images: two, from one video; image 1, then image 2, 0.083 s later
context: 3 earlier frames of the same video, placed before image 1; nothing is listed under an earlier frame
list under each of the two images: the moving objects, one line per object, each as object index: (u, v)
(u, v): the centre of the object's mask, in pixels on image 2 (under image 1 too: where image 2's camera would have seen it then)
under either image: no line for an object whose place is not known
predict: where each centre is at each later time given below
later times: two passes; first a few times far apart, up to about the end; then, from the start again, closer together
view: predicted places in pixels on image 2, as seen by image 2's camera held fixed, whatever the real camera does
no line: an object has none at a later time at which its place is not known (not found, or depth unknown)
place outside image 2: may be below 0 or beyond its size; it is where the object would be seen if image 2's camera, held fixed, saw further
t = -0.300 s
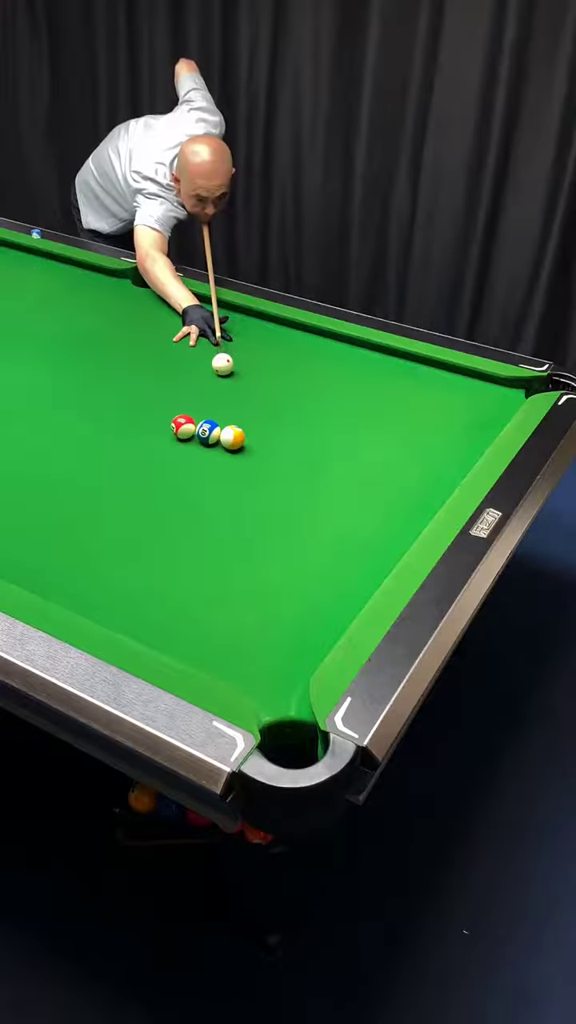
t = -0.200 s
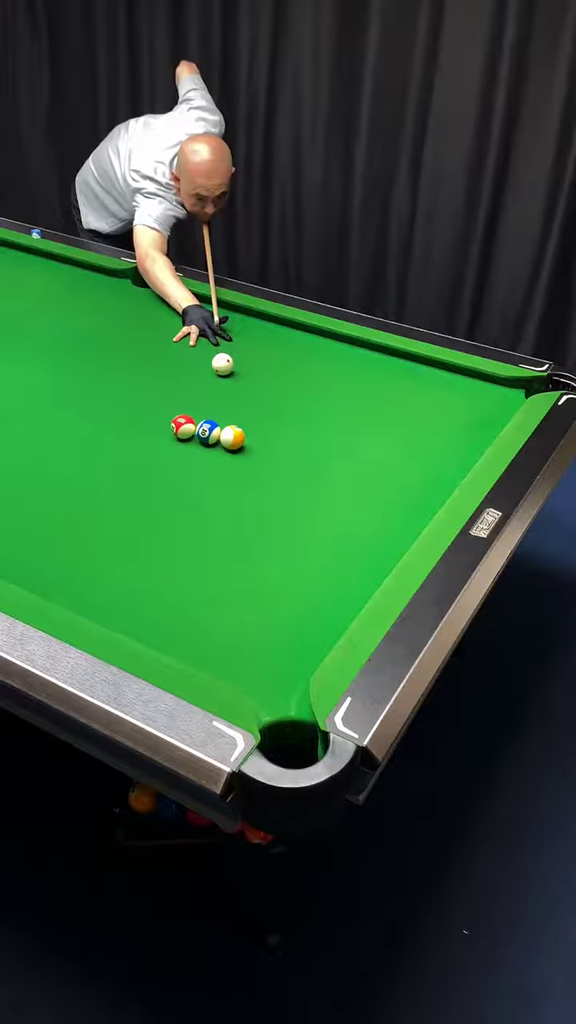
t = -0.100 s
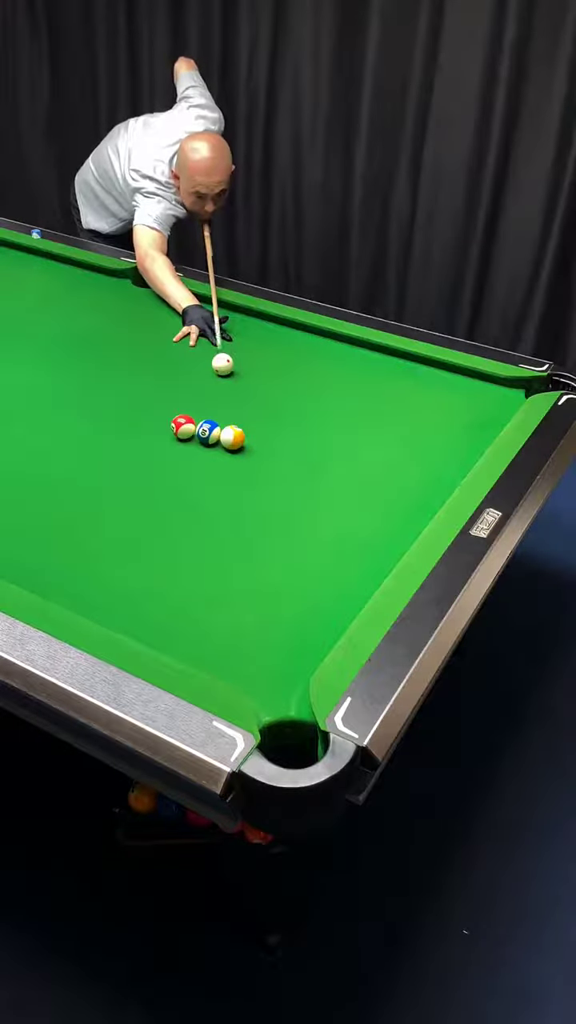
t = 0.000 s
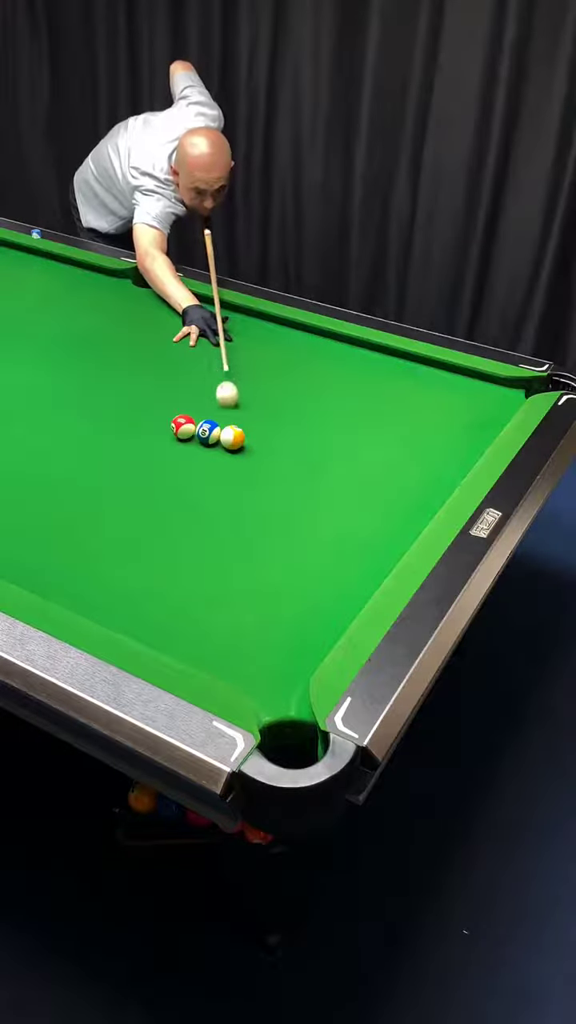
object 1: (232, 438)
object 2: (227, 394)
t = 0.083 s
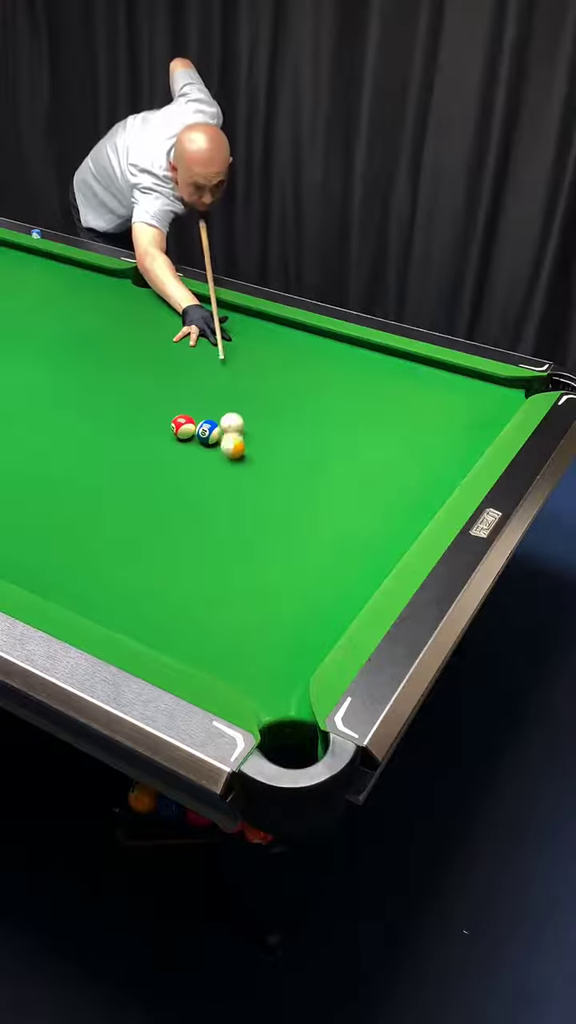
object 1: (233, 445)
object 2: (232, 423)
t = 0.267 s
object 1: (240, 537)
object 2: (233, 414)
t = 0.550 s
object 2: (232, 388)
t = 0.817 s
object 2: (230, 367)
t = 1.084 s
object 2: (228, 348)
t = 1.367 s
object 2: (226, 332)
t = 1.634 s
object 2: (223, 317)
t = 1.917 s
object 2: (218, 307)
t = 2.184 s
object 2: (202, 308)
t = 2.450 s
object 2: (188, 310)
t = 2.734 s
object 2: (175, 311)
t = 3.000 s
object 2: (167, 312)
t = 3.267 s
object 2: (160, 313)
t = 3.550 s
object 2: (156, 313)
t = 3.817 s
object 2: (155, 314)
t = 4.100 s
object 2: (155, 314)
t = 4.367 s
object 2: (155, 314)
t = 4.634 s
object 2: (155, 313)
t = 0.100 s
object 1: (234, 453)
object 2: (232, 424)
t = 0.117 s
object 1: (234, 461)
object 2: (232, 424)
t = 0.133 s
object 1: (235, 470)
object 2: (233, 424)
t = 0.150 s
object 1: (235, 478)
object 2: (233, 423)
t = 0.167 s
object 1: (236, 486)
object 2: (233, 422)
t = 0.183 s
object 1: (237, 494)
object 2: (233, 422)
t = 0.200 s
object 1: (237, 503)
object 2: (233, 420)
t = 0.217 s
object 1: (238, 511)
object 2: (233, 419)
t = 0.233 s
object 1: (239, 521)
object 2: (233, 417)
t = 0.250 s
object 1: (239, 529)
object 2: (233, 416)
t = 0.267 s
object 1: (240, 537)
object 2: (233, 414)
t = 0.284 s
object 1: (241, 545)
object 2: (233, 413)
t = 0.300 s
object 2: (233, 411)
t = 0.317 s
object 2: (233, 409)
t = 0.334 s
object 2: (233, 408)
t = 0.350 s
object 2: (233, 406)
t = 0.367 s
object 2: (233, 405)
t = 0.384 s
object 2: (233, 403)
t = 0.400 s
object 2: (232, 402)
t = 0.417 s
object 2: (233, 400)
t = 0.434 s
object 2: (233, 399)
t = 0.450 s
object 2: (232, 397)
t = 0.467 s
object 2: (232, 396)
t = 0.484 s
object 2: (232, 394)
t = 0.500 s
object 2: (232, 393)
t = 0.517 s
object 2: (232, 391)
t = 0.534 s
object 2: (232, 390)
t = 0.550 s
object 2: (232, 388)
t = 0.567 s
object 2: (232, 387)
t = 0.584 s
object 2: (232, 385)
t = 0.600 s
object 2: (231, 384)
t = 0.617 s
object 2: (232, 383)
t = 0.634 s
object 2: (231, 381)
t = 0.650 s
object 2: (231, 380)
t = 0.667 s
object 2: (231, 379)
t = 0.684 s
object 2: (231, 377)
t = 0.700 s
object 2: (231, 376)
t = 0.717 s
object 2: (231, 375)
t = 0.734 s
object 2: (231, 373)
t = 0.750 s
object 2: (231, 372)
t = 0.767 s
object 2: (230, 371)
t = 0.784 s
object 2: (230, 369)
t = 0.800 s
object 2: (230, 368)
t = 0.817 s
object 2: (230, 367)
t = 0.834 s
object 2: (230, 366)
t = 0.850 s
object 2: (230, 364)
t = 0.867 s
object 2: (230, 363)
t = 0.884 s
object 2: (230, 362)
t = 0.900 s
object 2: (230, 361)
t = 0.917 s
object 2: (230, 360)
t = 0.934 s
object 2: (229, 359)
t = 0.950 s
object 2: (229, 358)
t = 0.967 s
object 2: (229, 356)
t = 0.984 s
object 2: (229, 355)
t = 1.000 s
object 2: (229, 354)
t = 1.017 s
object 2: (229, 353)
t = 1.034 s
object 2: (229, 352)
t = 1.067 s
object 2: (228, 350)
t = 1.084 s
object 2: (228, 348)
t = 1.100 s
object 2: (228, 348)
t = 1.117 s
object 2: (228, 346)
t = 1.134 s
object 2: (228, 345)
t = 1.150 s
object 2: (228, 344)
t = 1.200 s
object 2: (227, 341)
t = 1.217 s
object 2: (227, 340)
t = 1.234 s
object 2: (227, 339)
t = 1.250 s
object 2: (227, 338)
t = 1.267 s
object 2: (227, 337)
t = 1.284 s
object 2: (226, 336)
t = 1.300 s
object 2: (227, 335)
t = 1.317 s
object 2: (227, 334)
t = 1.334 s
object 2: (226, 333)
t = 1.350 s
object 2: (226, 332)
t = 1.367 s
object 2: (226, 332)
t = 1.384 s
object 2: (226, 330)
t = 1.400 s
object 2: (226, 329)
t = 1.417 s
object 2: (225, 328)
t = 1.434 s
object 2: (225, 327)
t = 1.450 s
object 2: (225, 327)
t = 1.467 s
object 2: (225, 326)
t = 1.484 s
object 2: (225, 325)
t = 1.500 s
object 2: (224, 324)
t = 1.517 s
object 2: (224, 323)
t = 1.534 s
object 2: (224, 322)
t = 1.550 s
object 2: (224, 321)
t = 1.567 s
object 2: (223, 321)
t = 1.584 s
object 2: (223, 320)
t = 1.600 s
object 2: (223, 319)
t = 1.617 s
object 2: (223, 318)
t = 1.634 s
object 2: (223, 317)
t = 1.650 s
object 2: (223, 316)
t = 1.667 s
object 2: (223, 316)
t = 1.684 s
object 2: (223, 315)
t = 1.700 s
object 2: (223, 314)
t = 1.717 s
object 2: (223, 313)
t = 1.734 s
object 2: (223, 312)
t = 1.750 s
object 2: (223, 311)
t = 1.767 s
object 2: (222, 311)
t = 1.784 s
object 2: (222, 310)
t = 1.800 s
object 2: (222, 309)
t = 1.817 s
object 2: (222, 308)
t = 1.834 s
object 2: (222, 308)
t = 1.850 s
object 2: (222, 307)
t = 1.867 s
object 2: (221, 307)
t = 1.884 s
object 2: (220, 307)
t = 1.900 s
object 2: (219, 307)
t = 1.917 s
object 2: (218, 307)
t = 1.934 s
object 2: (217, 307)
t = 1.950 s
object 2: (216, 307)
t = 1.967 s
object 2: (215, 307)
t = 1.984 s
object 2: (214, 307)
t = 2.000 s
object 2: (213, 307)
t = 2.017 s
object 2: (212, 307)
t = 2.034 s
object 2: (211, 307)
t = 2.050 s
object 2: (209, 307)
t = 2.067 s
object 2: (208, 307)
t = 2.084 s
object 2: (207, 307)
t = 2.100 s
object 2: (206, 308)
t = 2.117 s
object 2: (206, 308)
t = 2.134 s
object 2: (205, 308)
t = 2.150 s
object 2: (204, 308)
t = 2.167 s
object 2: (203, 308)
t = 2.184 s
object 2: (202, 308)
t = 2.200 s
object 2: (201, 308)
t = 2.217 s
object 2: (200, 309)
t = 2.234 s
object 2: (199, 309)
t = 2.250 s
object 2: (199, 309)
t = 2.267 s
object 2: (197, 309)
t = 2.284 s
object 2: (196, 309)
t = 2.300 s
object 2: (195, 309)
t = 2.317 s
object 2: (195, 309)
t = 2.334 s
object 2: (194, 309)
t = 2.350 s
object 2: (193, 309)
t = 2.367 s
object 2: (192, 309)
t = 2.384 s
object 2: (192, 309)
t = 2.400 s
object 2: (191, 309)
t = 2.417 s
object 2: (190, 309)
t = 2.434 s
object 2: (189, 310)
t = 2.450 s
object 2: (188, 310)
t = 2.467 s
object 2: (187, 310)
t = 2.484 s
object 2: (186, 310)
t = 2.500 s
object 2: (186, 310)
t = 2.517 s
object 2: (185, 310)
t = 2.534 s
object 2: (185, 310)
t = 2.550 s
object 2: (184, 310)
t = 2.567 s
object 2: (183, 311)
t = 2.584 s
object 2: (182, 310)
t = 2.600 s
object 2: (182, 310)
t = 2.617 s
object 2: (181, 311)
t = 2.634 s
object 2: (180, 310)
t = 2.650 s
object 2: (179, 310)
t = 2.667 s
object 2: (178, 311)
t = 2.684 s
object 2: (178, 311)
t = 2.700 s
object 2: (177, 311)
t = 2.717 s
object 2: (177, 311)
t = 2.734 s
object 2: (175, 311)
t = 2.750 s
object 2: (175, 311)
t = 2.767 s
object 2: (174, 311)
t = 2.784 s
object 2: (174, 311)
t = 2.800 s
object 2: (173, 311)
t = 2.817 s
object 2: (173, 311)
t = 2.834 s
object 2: (173, 312)
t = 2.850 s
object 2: (171, 311)
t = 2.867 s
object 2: (171, 311)
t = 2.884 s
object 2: (171, 311)
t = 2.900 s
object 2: (170, 312)
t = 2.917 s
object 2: (169, 312)
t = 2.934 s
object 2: (169, 312)
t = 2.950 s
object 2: (168, 312)
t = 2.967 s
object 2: (168, 312)
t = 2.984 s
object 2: (167, 312)
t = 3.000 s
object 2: (167, 312)
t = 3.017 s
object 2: (167, 312)
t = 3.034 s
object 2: (166, 312)
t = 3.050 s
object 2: (165, 312)
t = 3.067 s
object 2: (165, 312)
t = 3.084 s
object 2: (165, 312)
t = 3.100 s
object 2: (164, 312)
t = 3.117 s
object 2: (164, 313)
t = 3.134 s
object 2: (163, 313)
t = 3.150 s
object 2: (163, 313)
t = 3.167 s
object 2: (162, 313)
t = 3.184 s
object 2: (162, 313)
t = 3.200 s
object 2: (162, 313)
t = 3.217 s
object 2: (162, 313)
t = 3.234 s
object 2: (161, 313)
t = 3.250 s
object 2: (161, 313)
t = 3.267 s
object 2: (160, 313)
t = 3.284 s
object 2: (160, 313)
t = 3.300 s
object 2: (160, 313)
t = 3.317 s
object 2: (159, 313)
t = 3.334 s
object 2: (159, 313)
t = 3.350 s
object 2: (159, 313)
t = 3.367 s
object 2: (159, 313)
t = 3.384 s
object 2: (159, 313)
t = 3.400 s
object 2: (158, 313)
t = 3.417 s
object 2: (158, 313)
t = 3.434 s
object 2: (158, 313)
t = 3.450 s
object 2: (158, 313)
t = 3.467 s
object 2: (157, 314)
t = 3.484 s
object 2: (157, 314)
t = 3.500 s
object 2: (157, 313)
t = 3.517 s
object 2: (157, 313)
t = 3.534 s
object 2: (157, 314)
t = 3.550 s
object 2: (156, 313)
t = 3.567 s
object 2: (156, 314)
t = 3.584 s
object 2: (156, 314)
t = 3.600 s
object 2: (155, 314)
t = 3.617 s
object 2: (155, 314)
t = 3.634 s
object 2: (155, 314)
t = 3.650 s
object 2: (155, 314)
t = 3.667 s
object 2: (155, 314)
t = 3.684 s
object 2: (155, 314)
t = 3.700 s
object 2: (155, 314)
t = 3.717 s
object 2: (155, 314)
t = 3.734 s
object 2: (155, 314)
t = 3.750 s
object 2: (155, 314)
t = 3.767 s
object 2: (155, 314)
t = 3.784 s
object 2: (155, 314)
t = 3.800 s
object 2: (155, 314)
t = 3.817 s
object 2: (155, 314)
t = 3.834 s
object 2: (154, 314)
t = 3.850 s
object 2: (155, 314)
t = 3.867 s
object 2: (155, 314)
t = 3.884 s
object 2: (155, 314)
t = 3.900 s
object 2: (155, 314)
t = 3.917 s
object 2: (155, 314)
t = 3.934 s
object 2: (155, 314)
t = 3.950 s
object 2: (155, 314)
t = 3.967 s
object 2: (155, 314)
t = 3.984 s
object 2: (155, 314)
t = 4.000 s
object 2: (155, 314)
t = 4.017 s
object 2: (155, 313)
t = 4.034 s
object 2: (155, 313)
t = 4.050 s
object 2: (155, 314)
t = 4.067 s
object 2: (155, 313)
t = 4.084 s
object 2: (155, 314)
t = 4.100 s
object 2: (155, 314)
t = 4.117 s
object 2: (155, 314)
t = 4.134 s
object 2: (155, 314)
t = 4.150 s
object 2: (155, 314)
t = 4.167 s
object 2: (155, 314)
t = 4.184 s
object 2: (155, 314)
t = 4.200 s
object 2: (155, 314)
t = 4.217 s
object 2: (155, 314)
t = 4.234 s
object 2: (155, 314)
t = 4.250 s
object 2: (155, 314)
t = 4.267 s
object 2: (155, 314)
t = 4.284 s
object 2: (155, 314)
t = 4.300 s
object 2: (155, 314)
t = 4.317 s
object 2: (155, 314)
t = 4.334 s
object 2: (155, 314)
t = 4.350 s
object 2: (155, 314)
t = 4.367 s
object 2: (155, 314)
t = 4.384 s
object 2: (155, 314)
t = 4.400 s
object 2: (155, 314)
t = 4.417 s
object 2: (155, 314)
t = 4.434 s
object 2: (155, 314)
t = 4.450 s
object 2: (155, 314)
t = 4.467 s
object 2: (155, 314)
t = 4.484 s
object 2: (155, 314)
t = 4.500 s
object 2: (155, 314)
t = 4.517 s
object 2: (155, 314)
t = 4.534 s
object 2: (155, 314)
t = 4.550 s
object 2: (155, 314)
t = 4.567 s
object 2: (155, 314)
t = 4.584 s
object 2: (155, 314)
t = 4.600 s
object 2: (155, 313)
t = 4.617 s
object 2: (155, 313)
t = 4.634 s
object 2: (155, 313)
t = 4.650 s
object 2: (155, 313)
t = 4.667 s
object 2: (155, 314)
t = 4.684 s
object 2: (155, 314)
